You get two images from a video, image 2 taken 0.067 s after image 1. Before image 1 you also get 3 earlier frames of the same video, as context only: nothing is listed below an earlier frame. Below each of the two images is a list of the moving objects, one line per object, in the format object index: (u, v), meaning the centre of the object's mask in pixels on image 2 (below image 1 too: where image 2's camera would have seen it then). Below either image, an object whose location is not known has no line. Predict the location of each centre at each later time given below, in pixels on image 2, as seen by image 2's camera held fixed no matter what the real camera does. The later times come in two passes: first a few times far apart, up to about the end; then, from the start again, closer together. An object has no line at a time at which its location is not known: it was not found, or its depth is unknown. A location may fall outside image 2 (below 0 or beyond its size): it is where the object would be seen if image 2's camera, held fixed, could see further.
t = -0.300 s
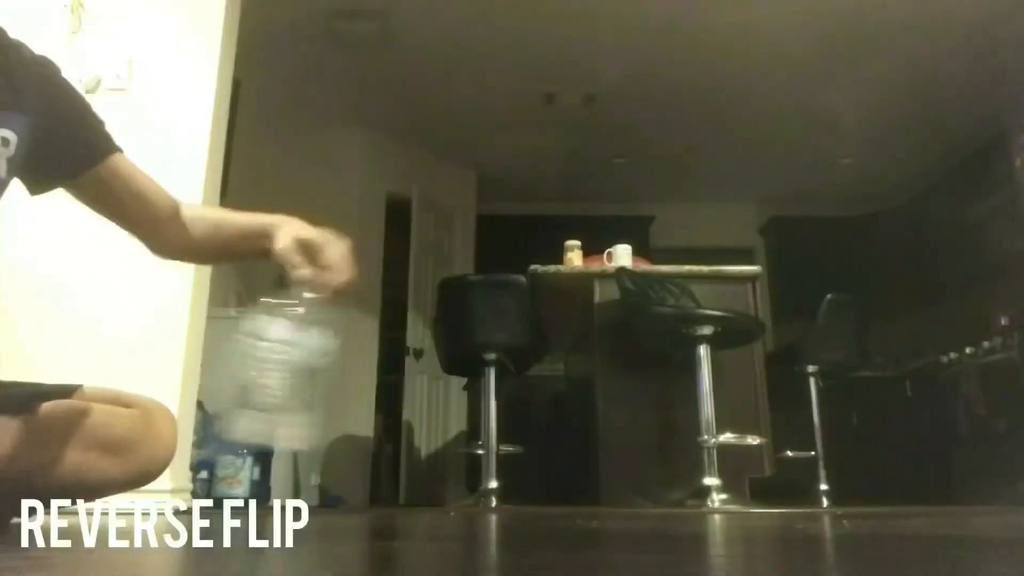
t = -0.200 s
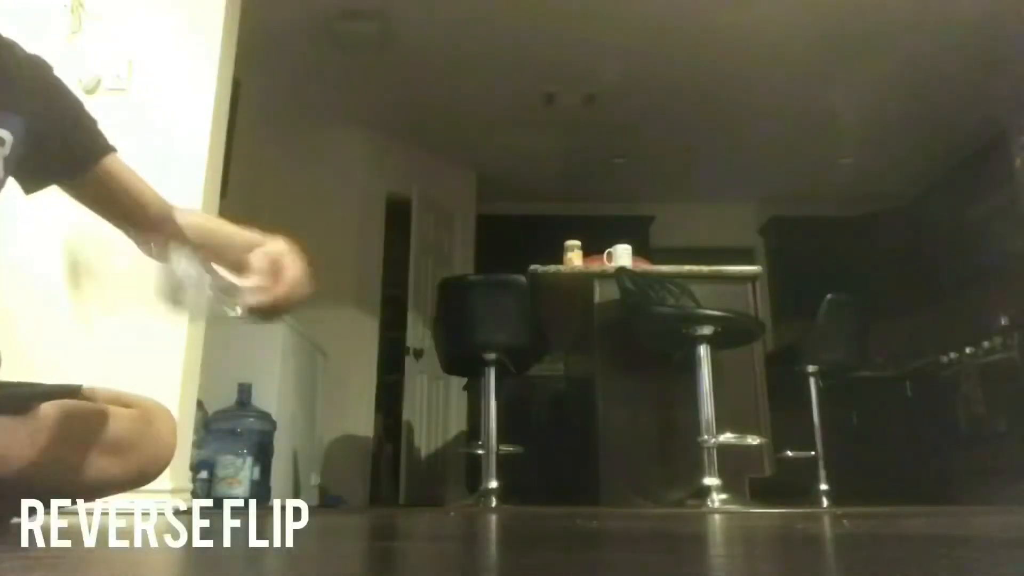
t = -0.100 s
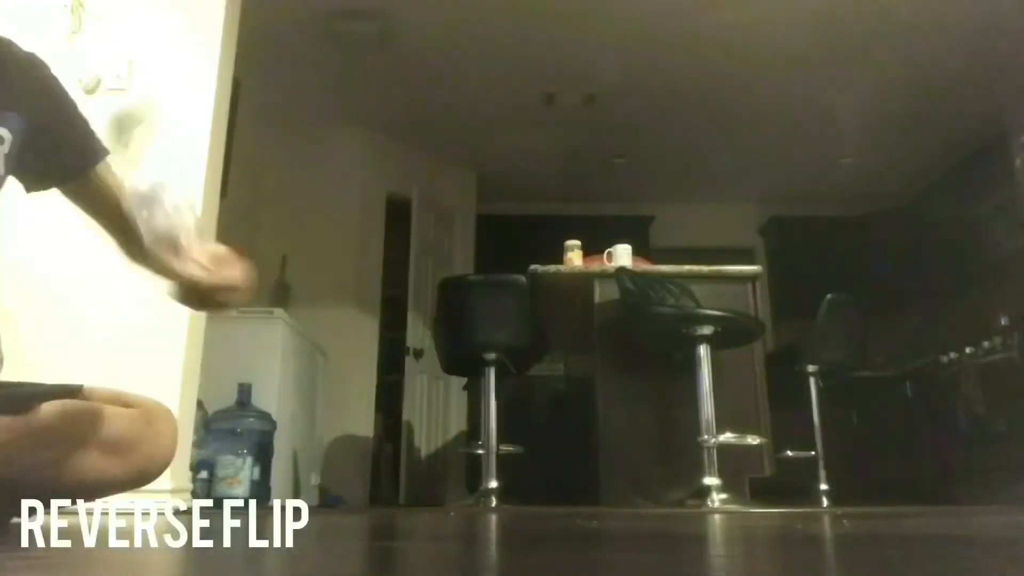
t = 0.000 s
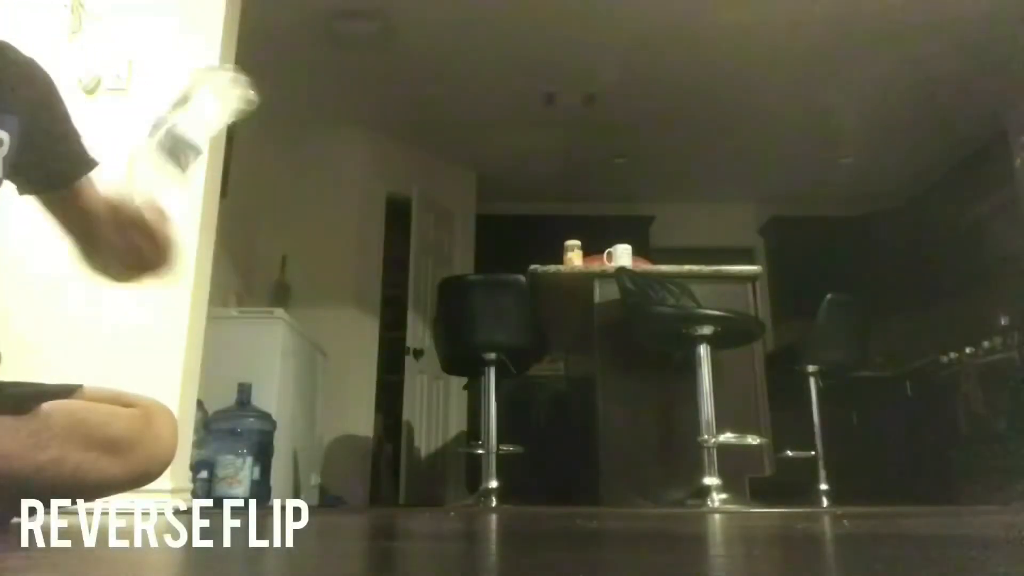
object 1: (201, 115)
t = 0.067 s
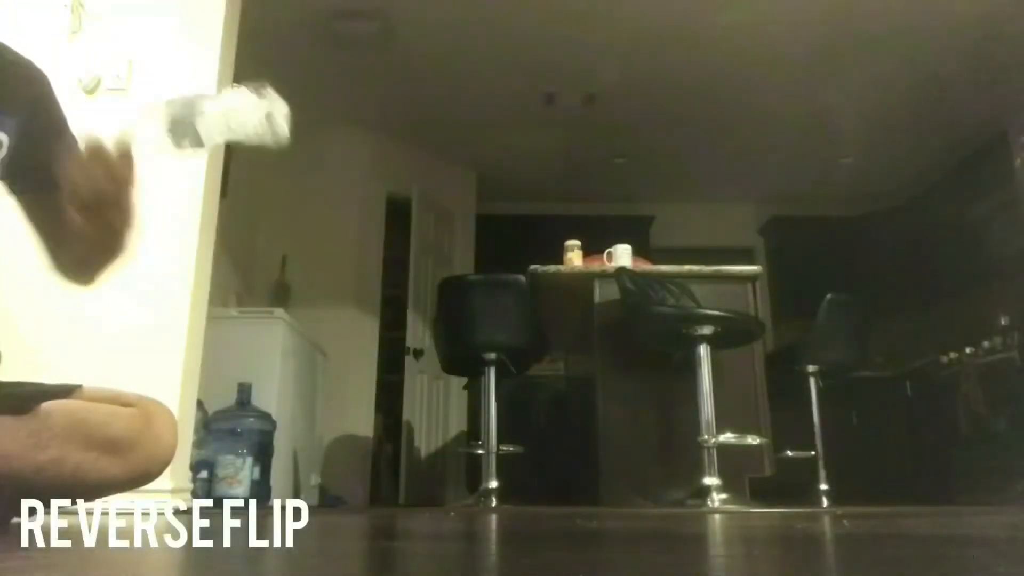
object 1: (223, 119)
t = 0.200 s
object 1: (279, 216)
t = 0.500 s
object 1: (398, 445)
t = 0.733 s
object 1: (417, 447)
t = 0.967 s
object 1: (415, 447)
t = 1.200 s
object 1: (414, 447)
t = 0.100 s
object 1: (231, 129)
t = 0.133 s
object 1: (250, 150)
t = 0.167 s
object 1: (267, 182)
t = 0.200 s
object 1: (279, 216)
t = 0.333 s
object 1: (334, 445)
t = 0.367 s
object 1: (345, 439)
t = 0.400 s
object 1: (361, 439)
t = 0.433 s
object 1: (376, 442)
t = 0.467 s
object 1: (387, 444)
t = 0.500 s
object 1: (398, 445)
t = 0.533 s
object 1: (405, 447)
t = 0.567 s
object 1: (409, 447)
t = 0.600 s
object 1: (411, 446)
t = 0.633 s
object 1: (412, 447)
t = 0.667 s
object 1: (414, 447)
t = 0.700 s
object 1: (416, 447)
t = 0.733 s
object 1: (417, 447)
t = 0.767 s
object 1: (416, 447)
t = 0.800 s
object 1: (414, 447)
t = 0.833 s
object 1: (415, 447)
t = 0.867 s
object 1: (415, 446)
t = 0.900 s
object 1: (415, 447)
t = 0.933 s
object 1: (415, 447)
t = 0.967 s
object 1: (415, 447)
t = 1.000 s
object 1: (415, 447)
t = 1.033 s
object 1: (414, 447)
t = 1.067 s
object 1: (415, 447)
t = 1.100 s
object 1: (415, 447)
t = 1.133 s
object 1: (415, 447)
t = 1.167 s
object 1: (415, 447)
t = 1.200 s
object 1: (414, 447)
